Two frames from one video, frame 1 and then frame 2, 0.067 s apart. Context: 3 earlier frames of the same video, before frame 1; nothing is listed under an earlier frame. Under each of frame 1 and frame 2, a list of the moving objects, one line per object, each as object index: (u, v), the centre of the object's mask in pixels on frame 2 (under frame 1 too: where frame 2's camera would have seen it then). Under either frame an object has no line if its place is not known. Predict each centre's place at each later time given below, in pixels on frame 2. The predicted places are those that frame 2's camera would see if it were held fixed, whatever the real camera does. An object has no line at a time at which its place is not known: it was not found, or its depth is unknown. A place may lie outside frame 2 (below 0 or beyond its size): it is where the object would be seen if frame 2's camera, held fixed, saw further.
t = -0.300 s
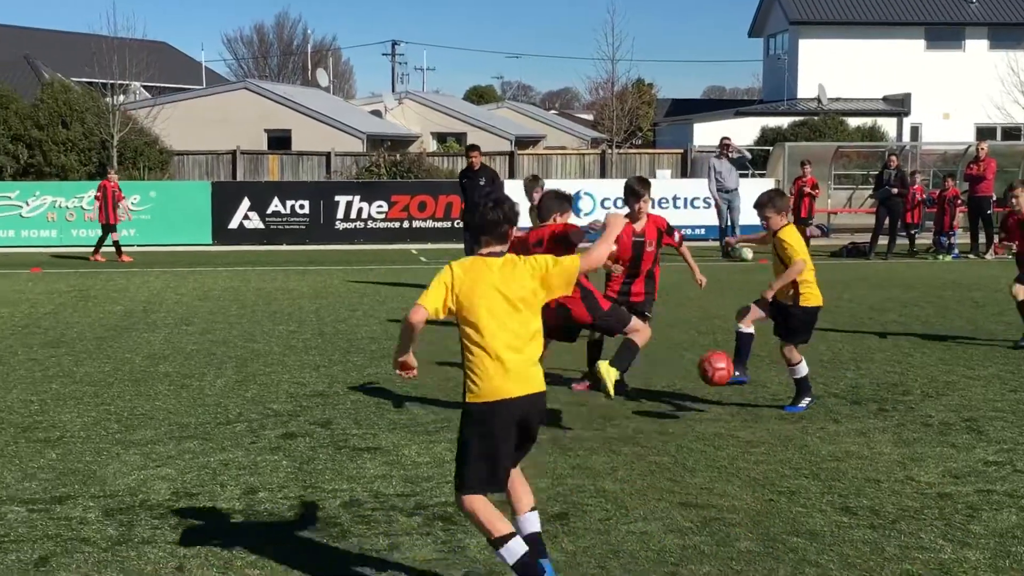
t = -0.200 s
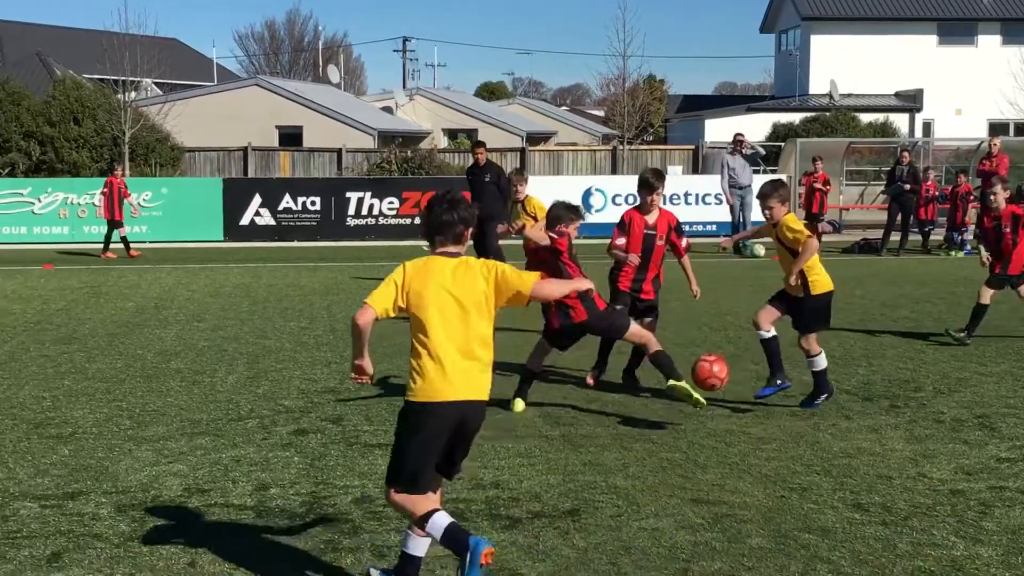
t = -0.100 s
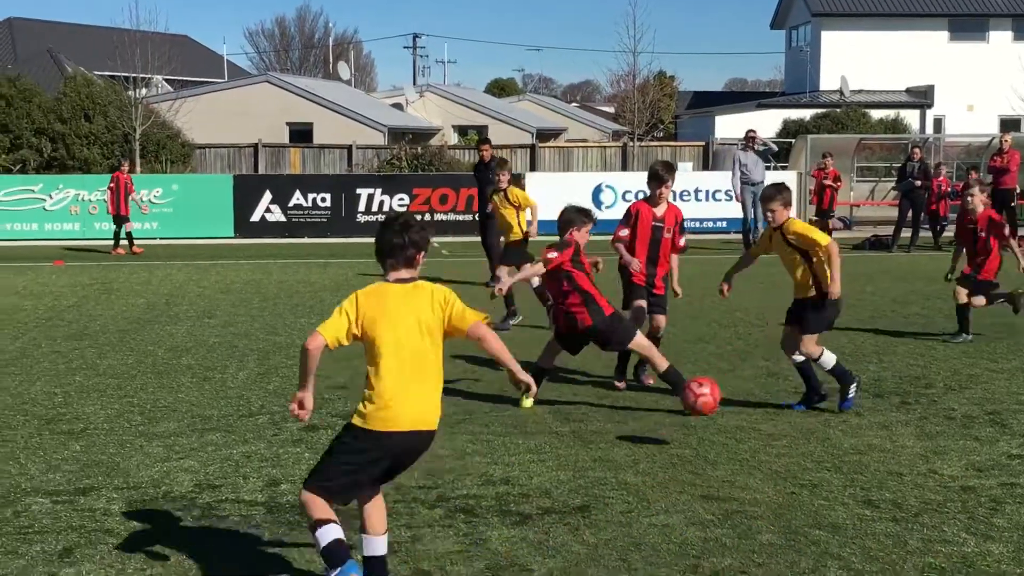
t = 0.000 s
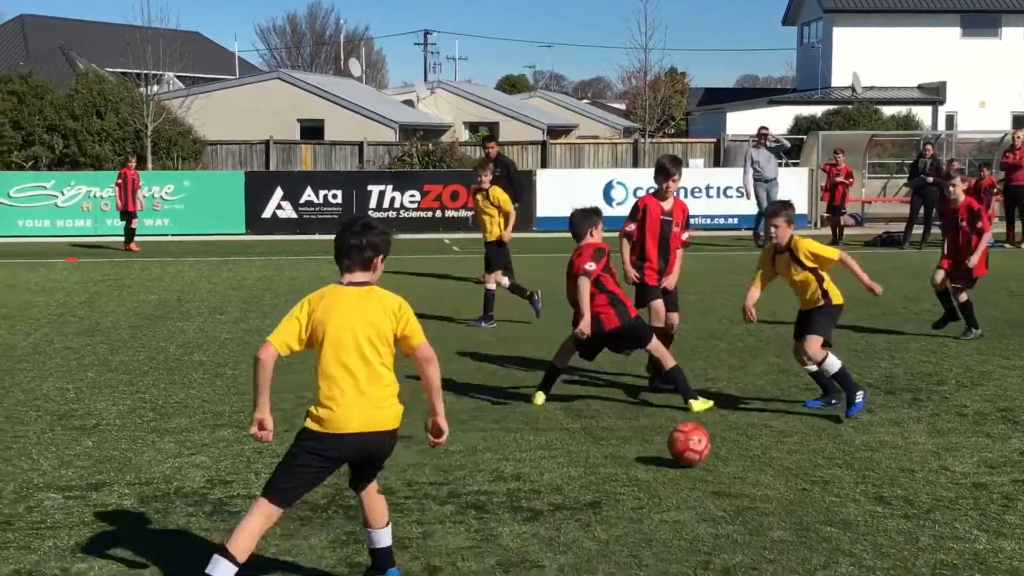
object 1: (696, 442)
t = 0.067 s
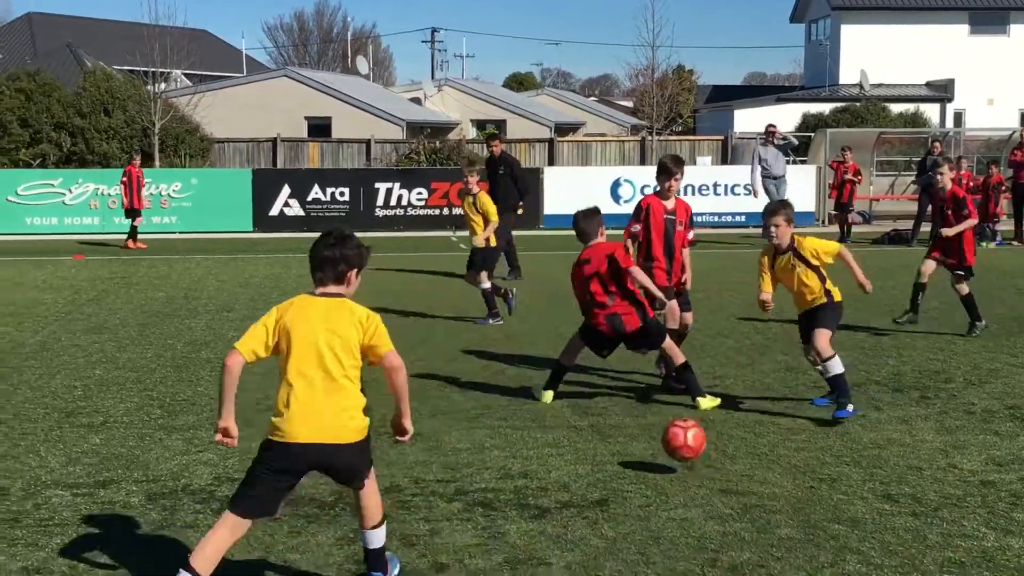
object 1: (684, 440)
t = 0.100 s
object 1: (678, 434)
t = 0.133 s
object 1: (671, 431)
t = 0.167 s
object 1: (666, 430)
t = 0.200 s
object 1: (659, 431)
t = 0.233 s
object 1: (652, 435)
